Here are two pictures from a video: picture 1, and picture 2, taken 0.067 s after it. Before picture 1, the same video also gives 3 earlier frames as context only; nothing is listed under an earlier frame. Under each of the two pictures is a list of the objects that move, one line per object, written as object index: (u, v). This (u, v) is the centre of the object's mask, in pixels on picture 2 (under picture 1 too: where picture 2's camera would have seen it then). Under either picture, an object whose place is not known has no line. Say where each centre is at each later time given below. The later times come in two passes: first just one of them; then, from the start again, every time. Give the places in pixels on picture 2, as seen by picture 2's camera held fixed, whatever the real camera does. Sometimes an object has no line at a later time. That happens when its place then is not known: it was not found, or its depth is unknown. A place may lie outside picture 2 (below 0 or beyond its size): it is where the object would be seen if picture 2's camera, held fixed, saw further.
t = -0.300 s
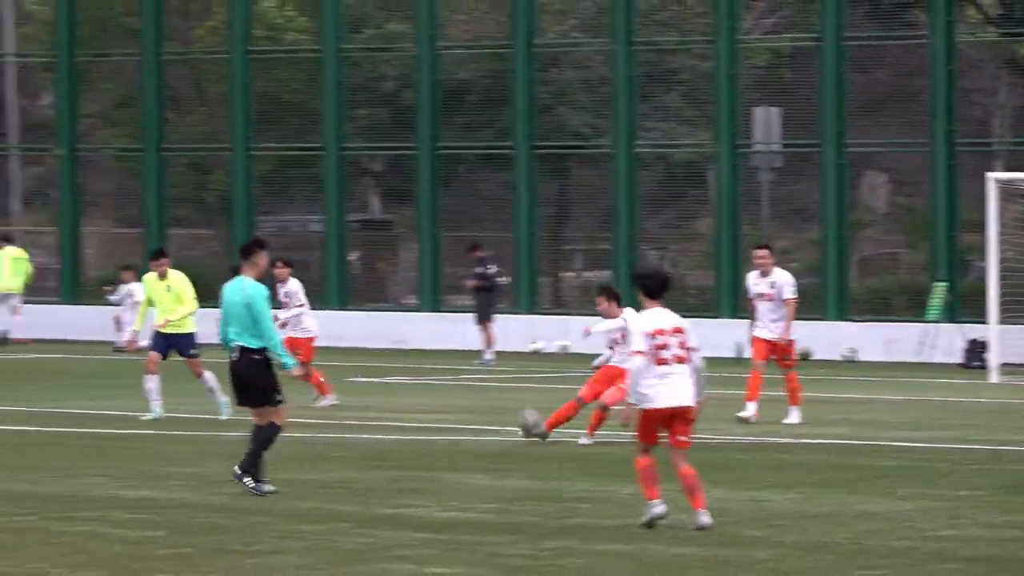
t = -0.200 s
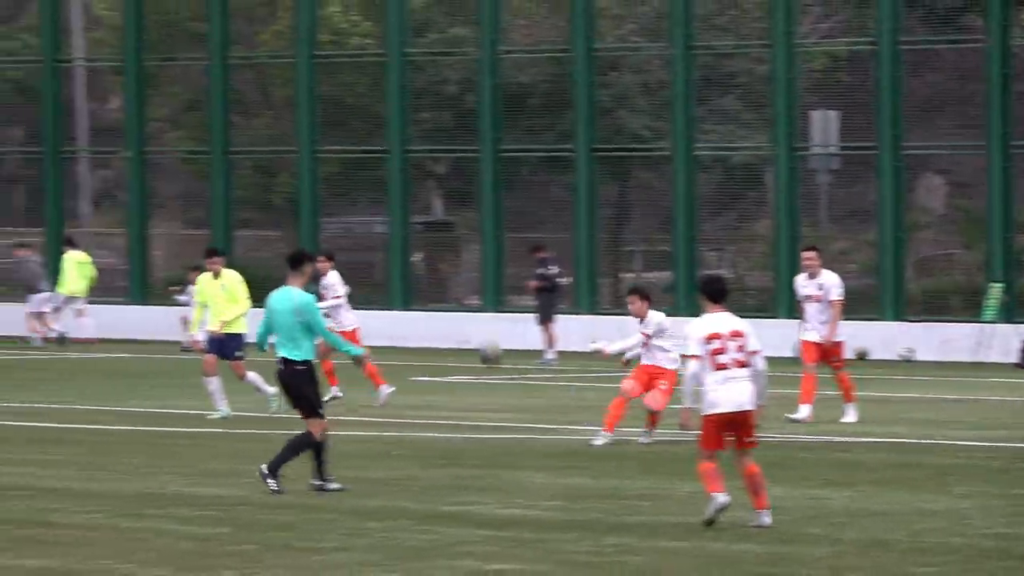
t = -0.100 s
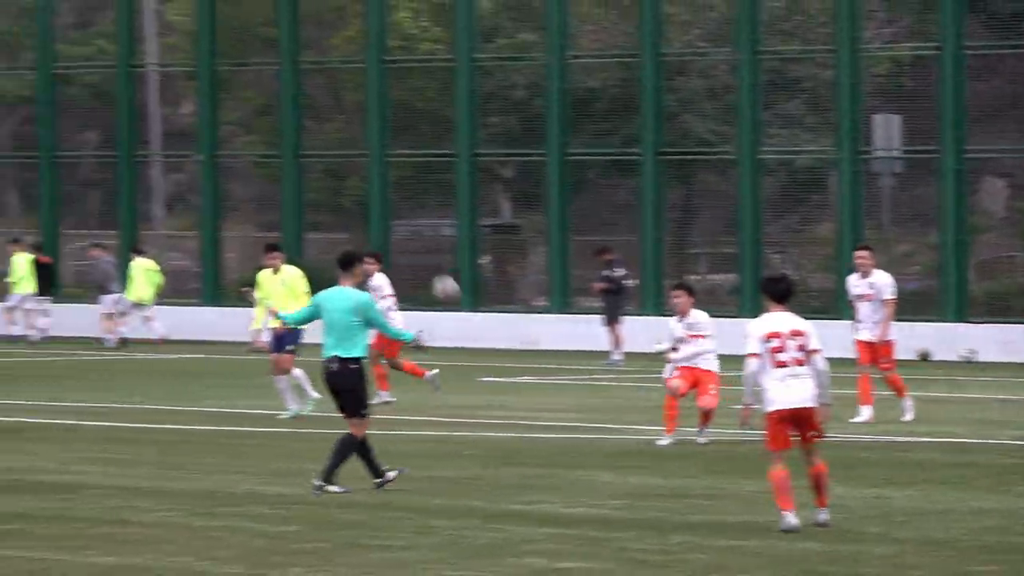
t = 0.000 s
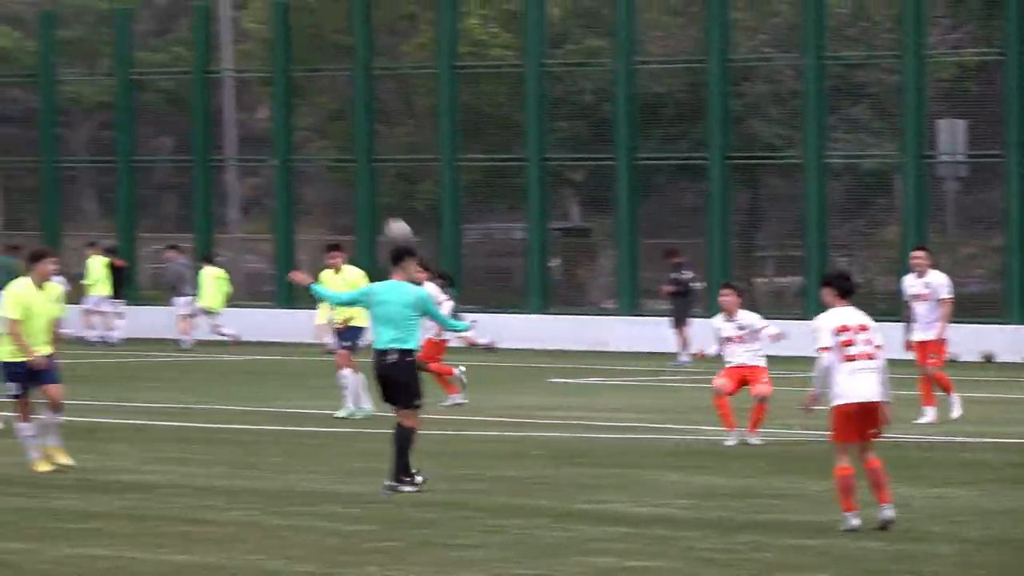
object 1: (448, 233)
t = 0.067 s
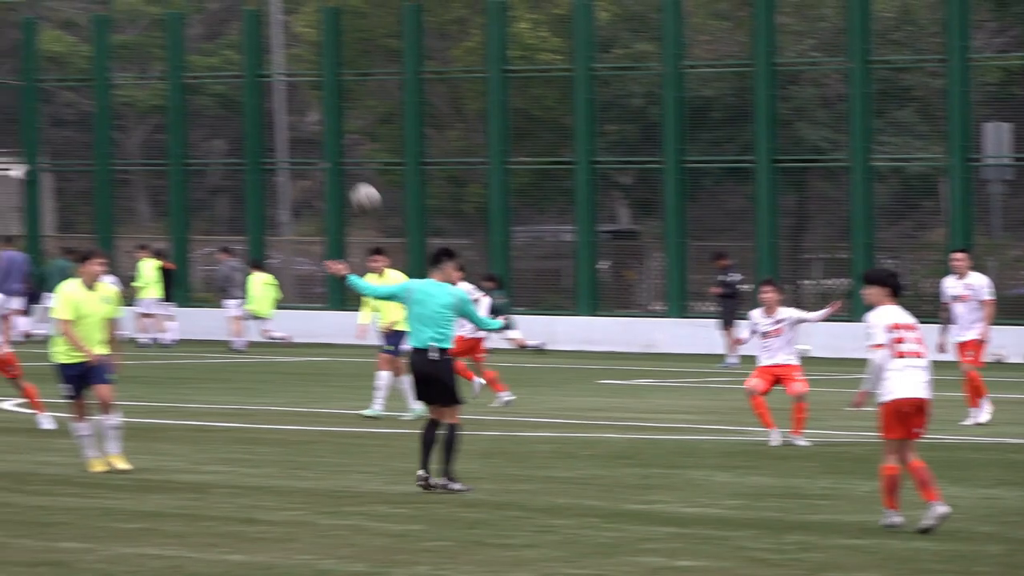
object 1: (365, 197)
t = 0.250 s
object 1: (113, 95)
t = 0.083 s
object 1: (343, 188)
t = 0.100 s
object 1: (322, 177)
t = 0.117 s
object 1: (301, 169)
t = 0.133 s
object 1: (277, 161)
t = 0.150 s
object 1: (254, 151)
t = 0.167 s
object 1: (232, 142)
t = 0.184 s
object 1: (209, 133)
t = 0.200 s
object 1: (185, 124)
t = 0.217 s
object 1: (161, 115)
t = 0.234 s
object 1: (137, 105)
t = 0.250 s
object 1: (113, 95)
